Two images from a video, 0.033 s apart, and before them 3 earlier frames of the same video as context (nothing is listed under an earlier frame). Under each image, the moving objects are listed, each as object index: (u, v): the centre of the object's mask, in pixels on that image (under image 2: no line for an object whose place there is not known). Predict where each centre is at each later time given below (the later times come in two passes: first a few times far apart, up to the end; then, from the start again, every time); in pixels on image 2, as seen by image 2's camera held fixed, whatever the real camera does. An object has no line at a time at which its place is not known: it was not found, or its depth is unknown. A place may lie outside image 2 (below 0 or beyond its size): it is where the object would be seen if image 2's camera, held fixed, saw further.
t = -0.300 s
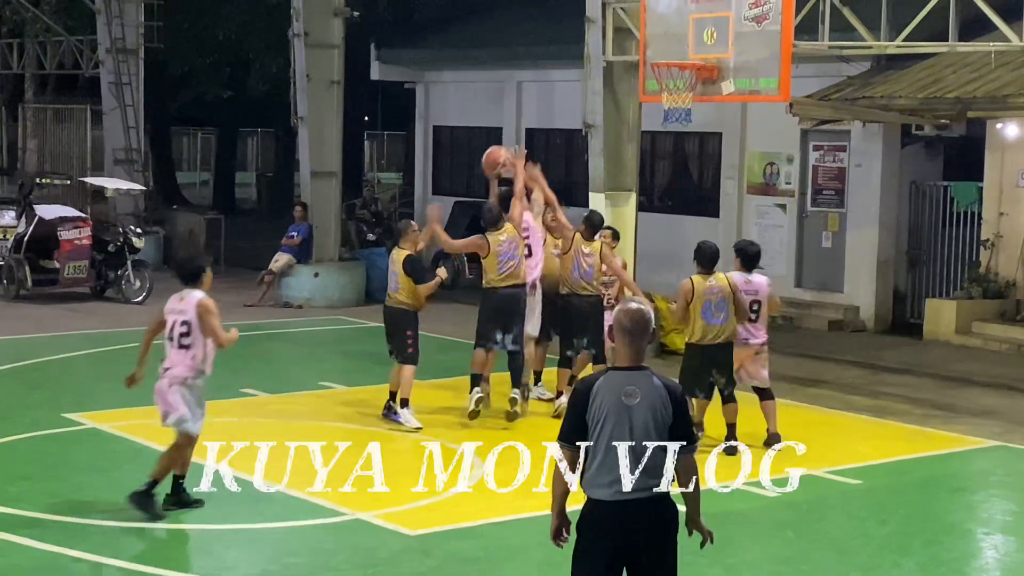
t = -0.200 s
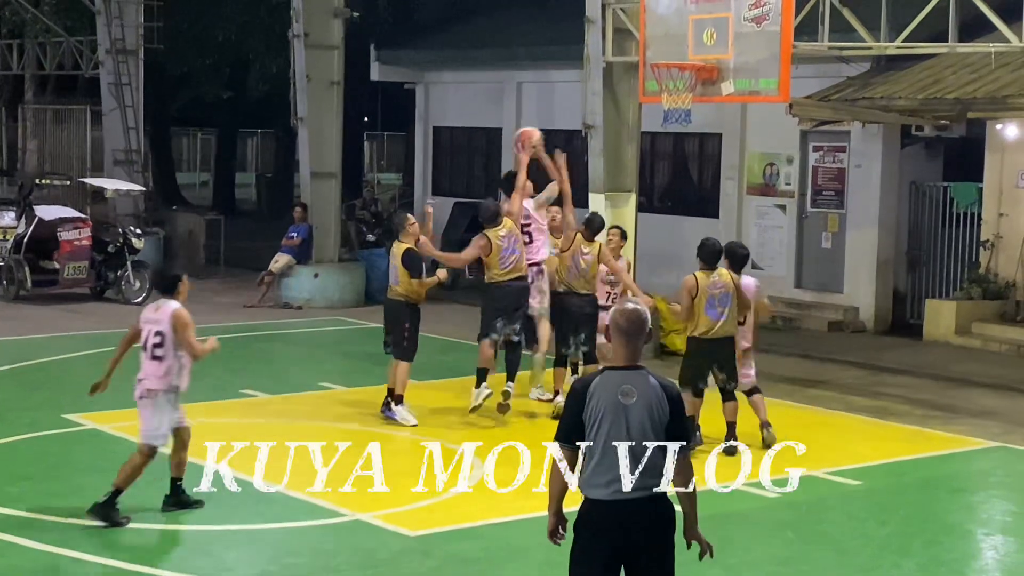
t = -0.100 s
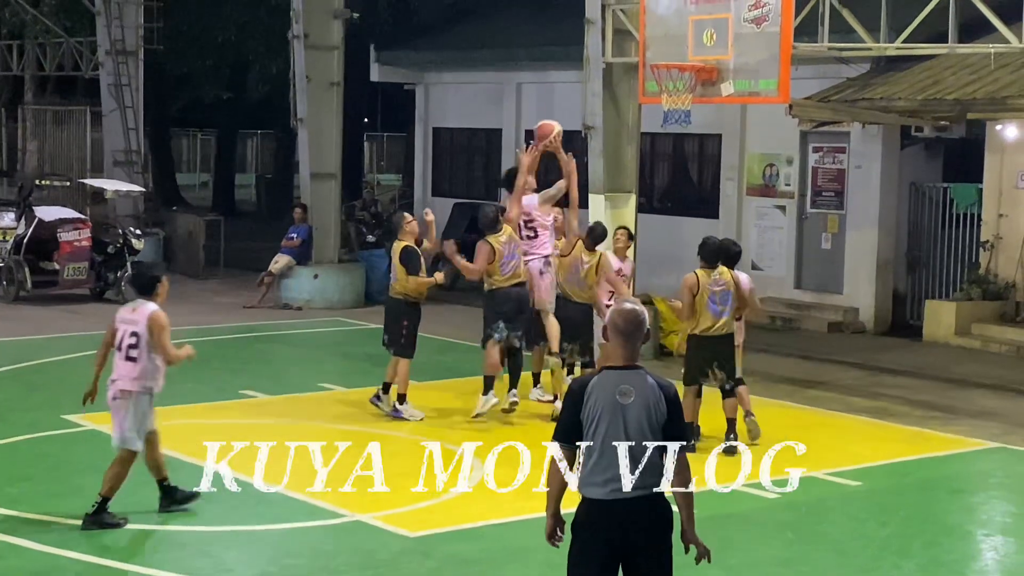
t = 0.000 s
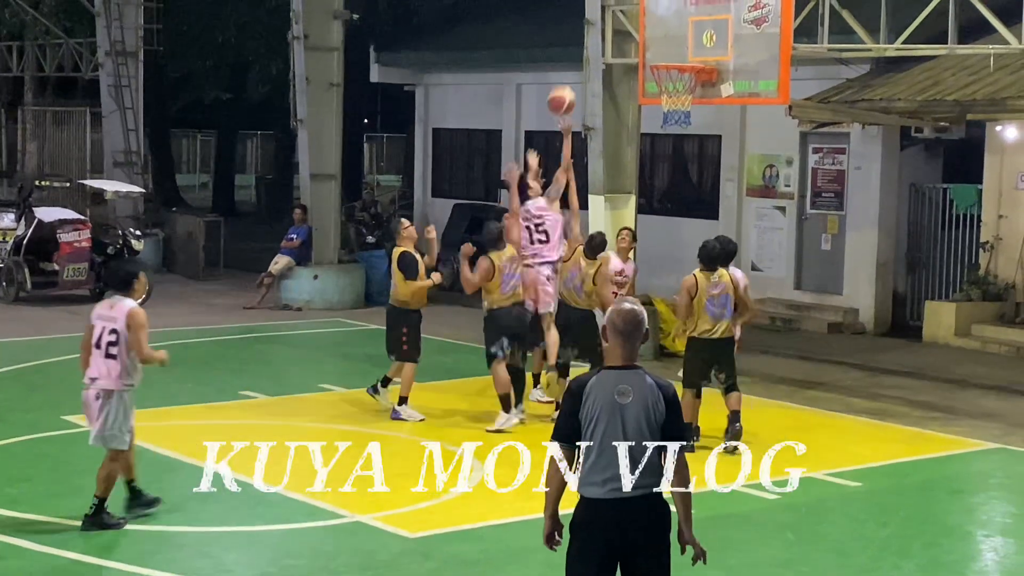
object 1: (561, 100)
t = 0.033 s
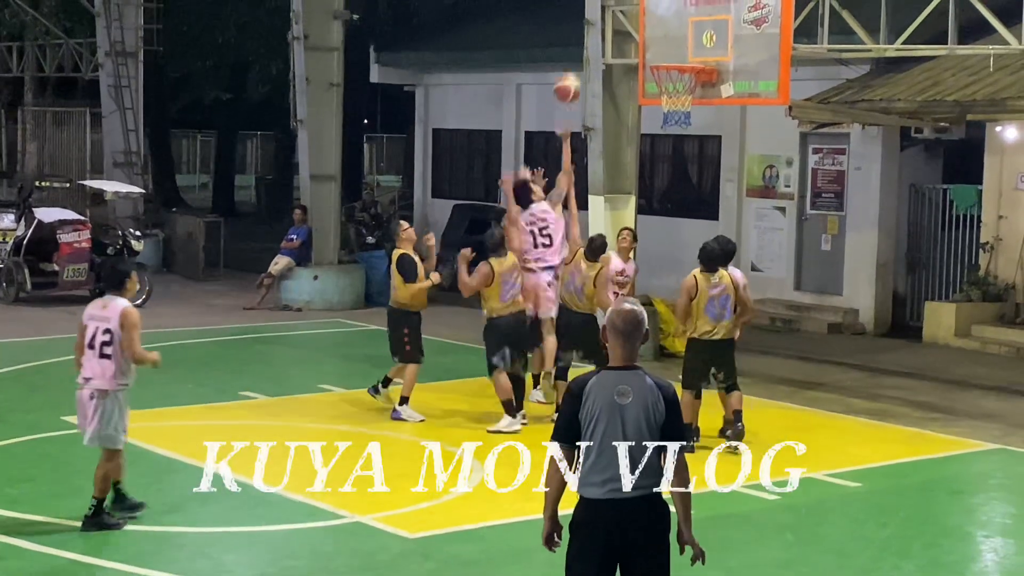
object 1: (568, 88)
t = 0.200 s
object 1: (594, 42)
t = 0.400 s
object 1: (627, 29)
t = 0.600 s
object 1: (650, 49)
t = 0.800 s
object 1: (657, 47)
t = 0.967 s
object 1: (666, 57)
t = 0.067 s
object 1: (573, 76)
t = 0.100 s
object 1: (579, 66)
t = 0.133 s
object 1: (584, 56)
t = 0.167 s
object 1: (590, 48)
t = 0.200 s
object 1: (594, 42)
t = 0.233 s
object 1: (601, 36)
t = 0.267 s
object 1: (606, 33)
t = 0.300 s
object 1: (612, 30)
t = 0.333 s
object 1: (617, 29)
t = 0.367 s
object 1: (622, 28)
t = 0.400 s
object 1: (627, 29)
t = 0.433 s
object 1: (632, 32)
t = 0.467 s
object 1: (637, 36)
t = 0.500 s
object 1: (643, 41)
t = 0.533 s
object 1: (647, 48)
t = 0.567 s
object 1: (650, 51)
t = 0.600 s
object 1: (650, 49)
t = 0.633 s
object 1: (651, 48)
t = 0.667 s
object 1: (651, 48)
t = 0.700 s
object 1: (652, 49)
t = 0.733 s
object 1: (654, 48)
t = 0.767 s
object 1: (655, 47)
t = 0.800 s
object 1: (657, 47)
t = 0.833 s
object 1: (658, 48)
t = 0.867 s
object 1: (660, 50)
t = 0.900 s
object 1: (662, 53)
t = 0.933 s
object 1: (663, 55)
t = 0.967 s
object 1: (666, 57)
